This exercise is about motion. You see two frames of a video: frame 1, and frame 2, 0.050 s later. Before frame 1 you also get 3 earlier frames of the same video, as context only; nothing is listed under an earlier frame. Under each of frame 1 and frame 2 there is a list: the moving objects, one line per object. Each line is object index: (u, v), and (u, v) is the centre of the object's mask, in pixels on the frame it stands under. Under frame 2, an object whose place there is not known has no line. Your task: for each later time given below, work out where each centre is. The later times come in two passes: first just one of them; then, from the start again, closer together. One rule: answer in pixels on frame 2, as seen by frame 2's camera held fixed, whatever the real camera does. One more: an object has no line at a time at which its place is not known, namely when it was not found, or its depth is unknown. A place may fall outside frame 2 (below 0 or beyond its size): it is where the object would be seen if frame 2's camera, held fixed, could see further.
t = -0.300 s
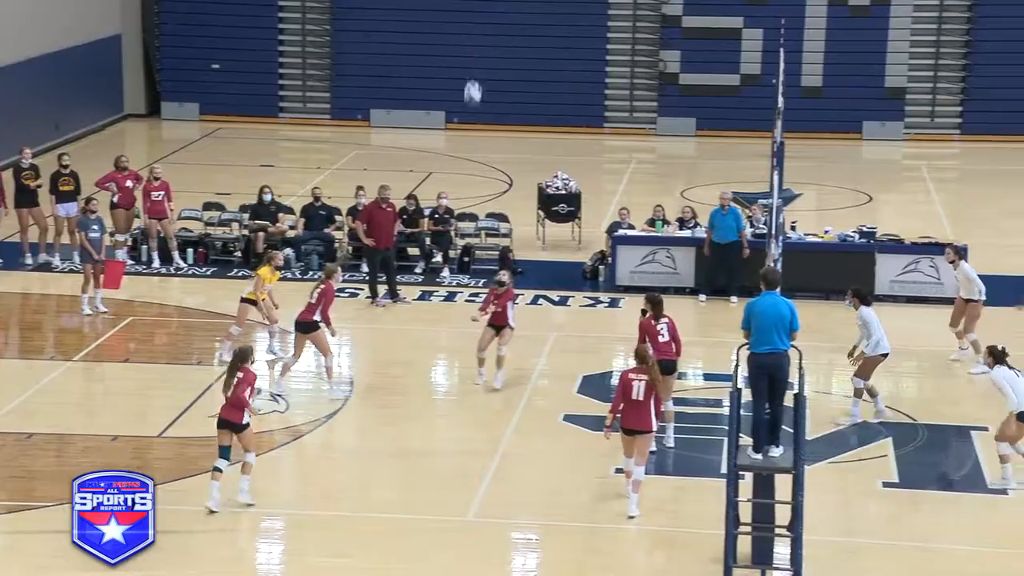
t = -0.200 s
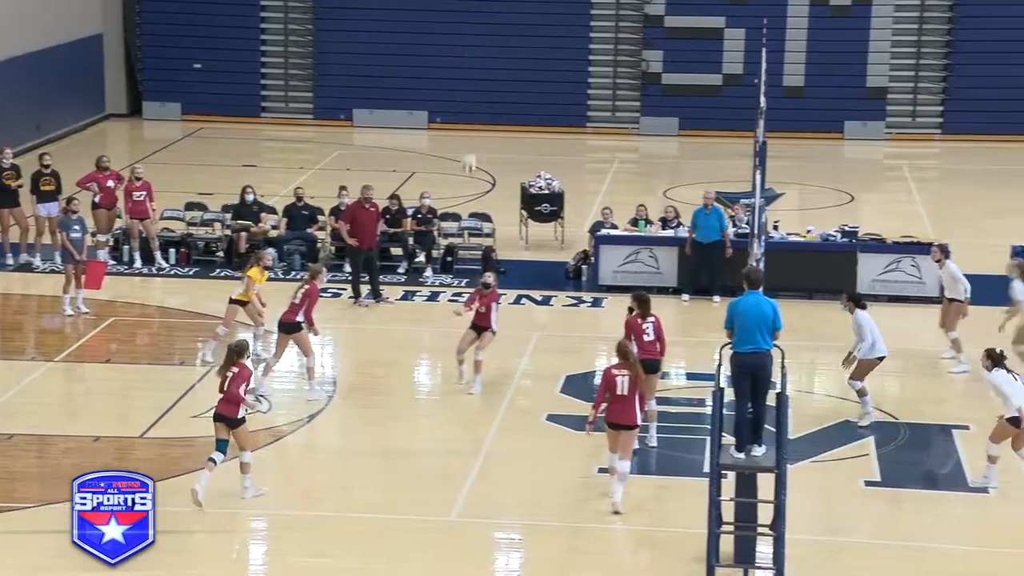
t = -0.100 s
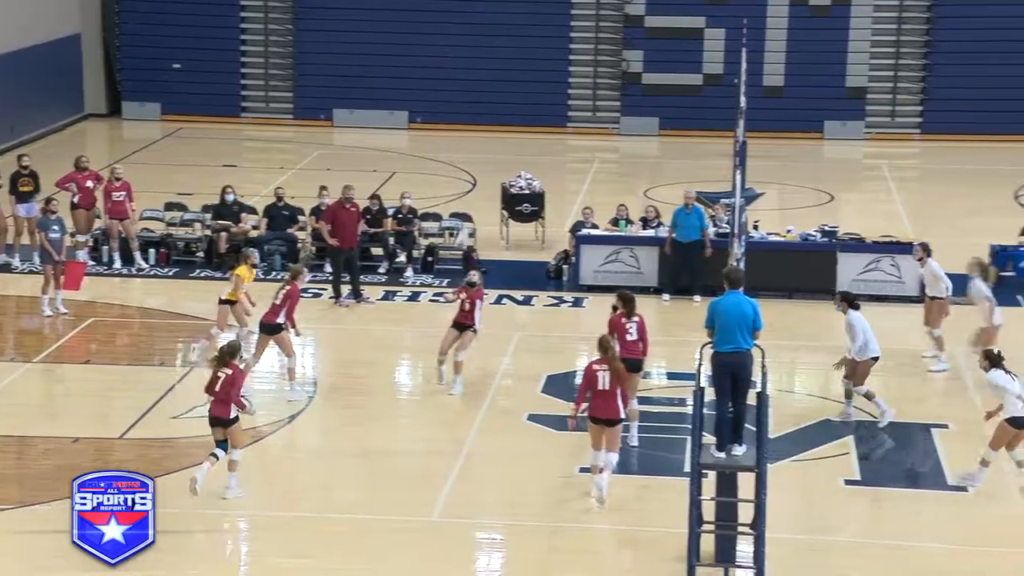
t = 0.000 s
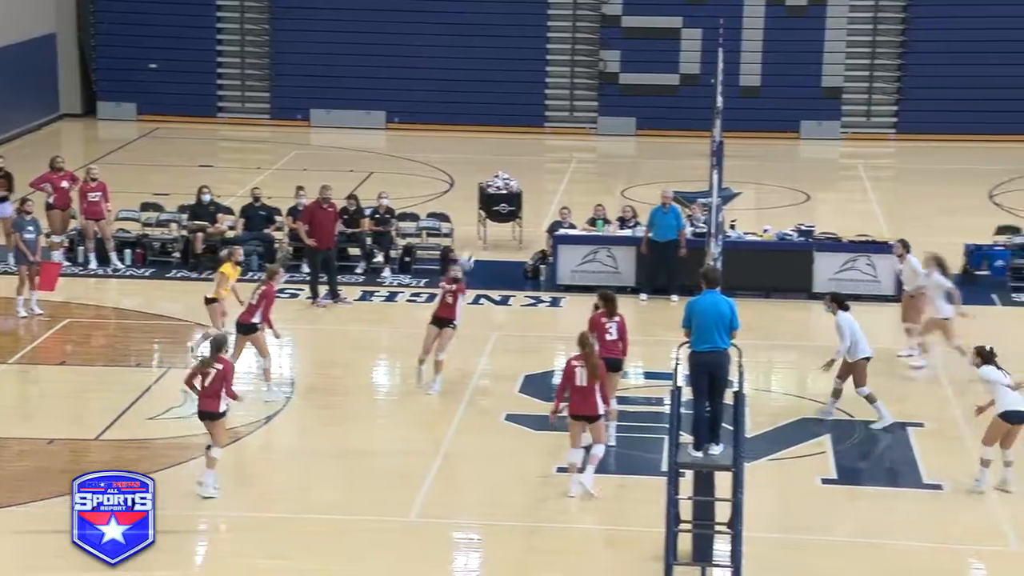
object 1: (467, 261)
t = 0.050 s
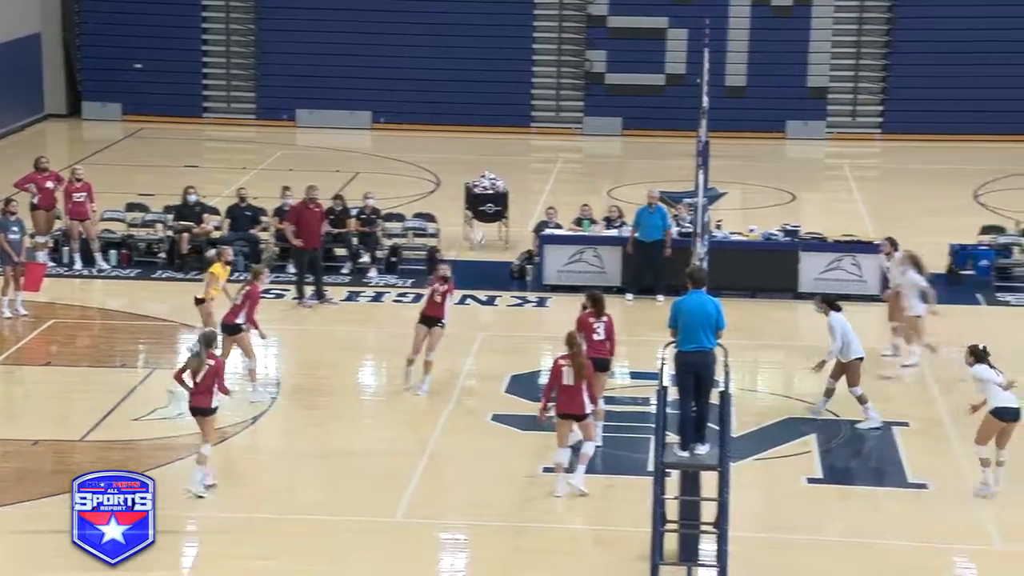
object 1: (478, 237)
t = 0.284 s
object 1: (584, 168)
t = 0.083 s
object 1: (490, 225)
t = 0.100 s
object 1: (499, 220)
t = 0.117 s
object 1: (506, 214)
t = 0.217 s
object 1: (551, 185)
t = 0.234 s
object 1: (560, 179)
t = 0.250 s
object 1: (567, 175)
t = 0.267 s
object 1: (572, 173)
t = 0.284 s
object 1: (584, 168)
